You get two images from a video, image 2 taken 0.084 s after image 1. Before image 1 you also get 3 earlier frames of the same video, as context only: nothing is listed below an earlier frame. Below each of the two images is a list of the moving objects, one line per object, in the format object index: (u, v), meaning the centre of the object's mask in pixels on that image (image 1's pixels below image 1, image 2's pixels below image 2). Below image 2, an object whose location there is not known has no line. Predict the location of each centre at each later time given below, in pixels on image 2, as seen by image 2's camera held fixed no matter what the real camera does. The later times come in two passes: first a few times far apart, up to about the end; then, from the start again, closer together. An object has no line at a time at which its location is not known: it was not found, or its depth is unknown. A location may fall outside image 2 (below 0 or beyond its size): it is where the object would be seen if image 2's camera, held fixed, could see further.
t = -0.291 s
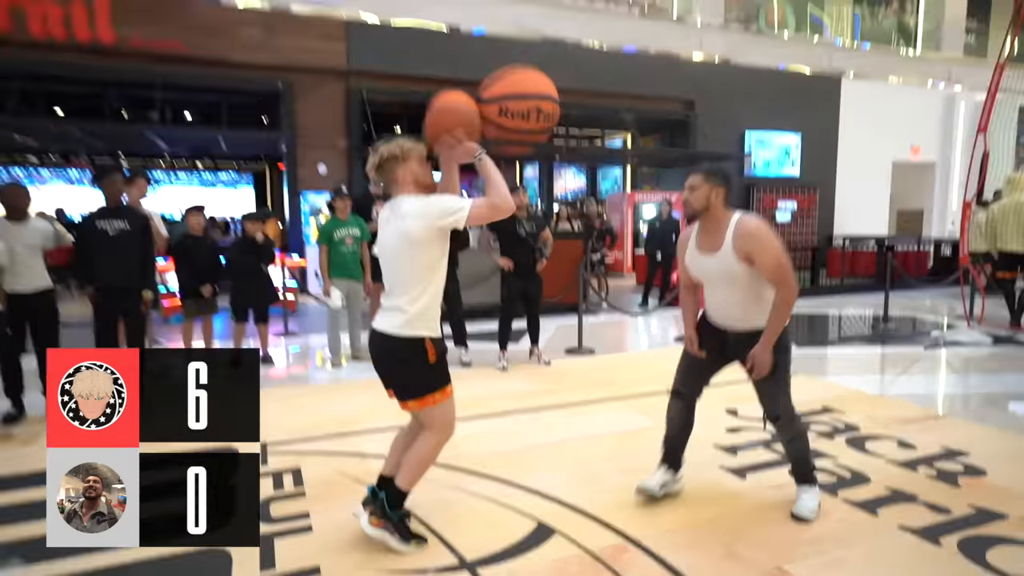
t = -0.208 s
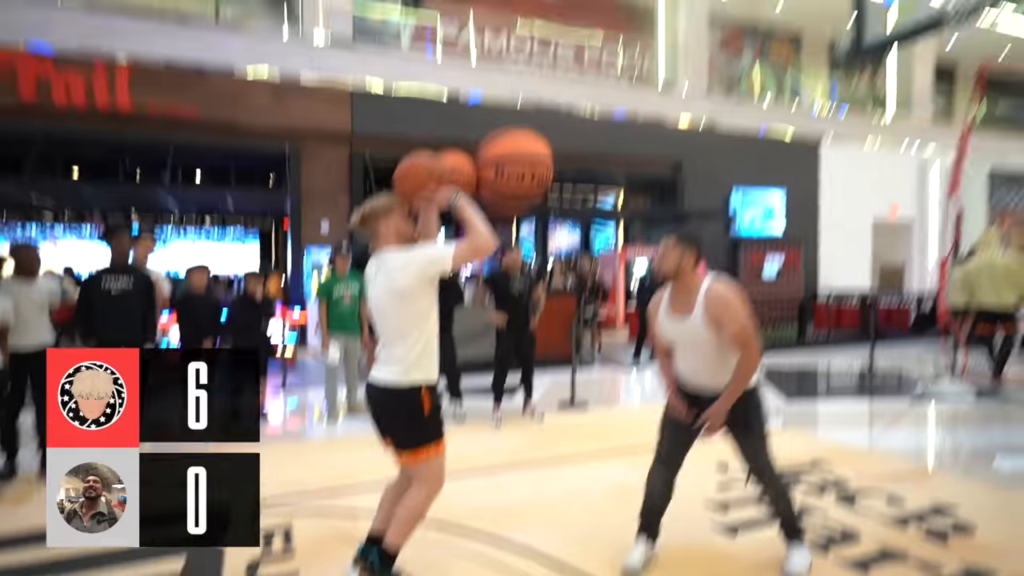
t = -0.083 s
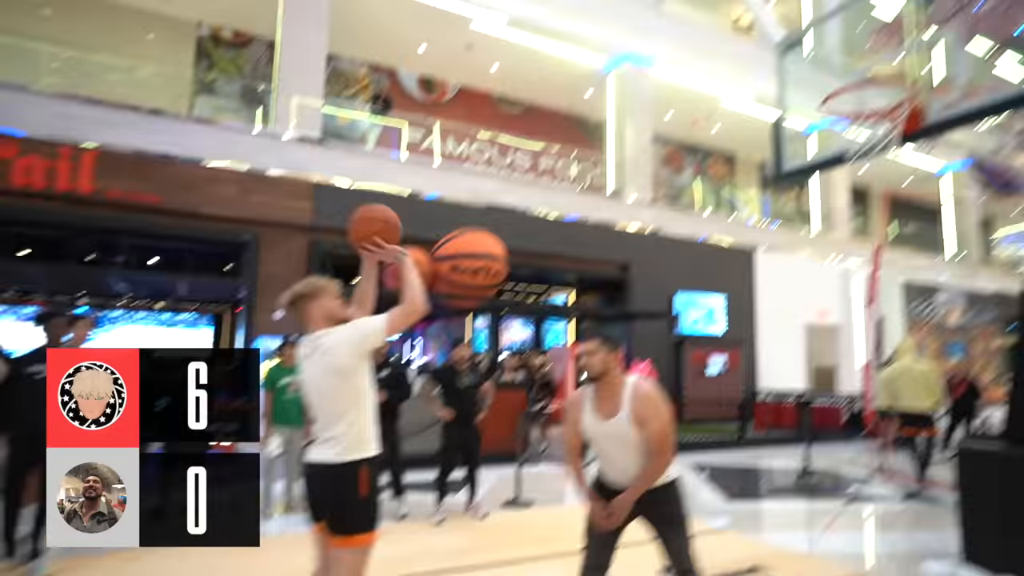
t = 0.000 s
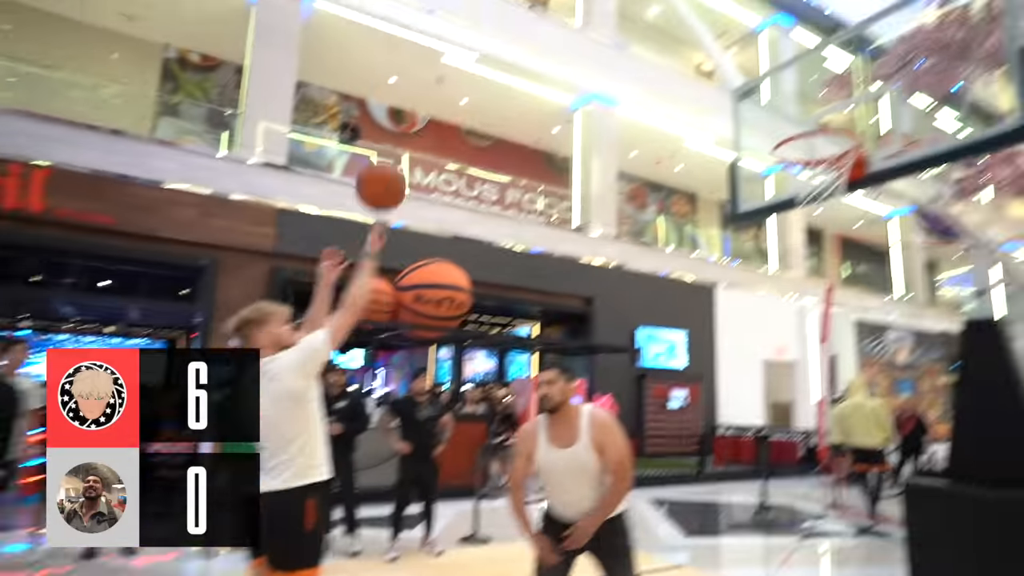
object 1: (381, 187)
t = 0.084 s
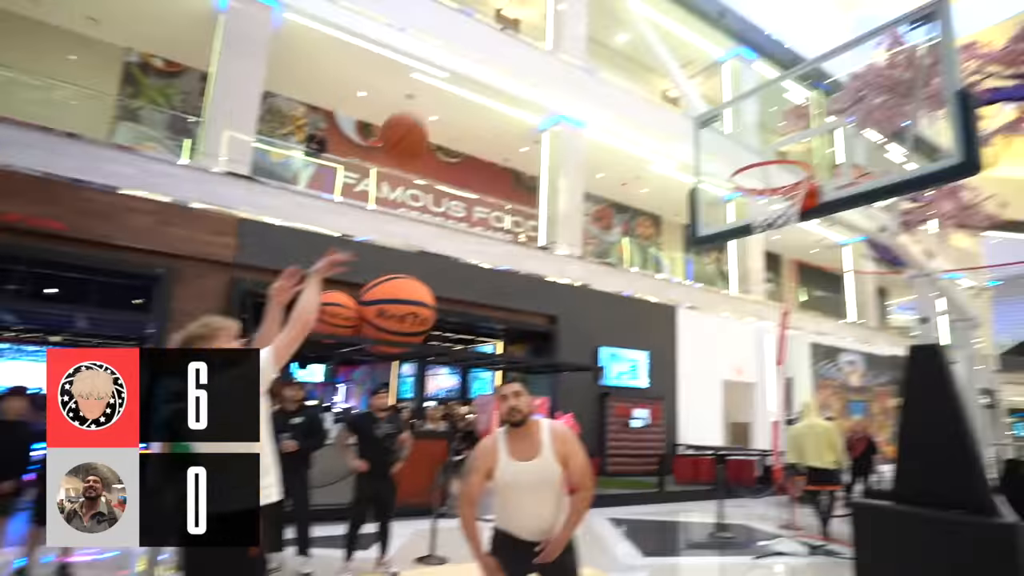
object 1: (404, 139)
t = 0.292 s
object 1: (523, 59)
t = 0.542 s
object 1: (644, 55)
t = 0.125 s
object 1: (425, 117)
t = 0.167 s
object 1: (456, 94)
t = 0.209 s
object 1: (476, 81)
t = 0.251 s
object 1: (505, 66)
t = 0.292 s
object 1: (523, 59)
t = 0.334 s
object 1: (550, 51)
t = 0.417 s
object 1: (591, 45)
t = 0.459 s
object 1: (605, 46)
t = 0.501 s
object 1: (629, 50)
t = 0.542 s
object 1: (644, 55)
